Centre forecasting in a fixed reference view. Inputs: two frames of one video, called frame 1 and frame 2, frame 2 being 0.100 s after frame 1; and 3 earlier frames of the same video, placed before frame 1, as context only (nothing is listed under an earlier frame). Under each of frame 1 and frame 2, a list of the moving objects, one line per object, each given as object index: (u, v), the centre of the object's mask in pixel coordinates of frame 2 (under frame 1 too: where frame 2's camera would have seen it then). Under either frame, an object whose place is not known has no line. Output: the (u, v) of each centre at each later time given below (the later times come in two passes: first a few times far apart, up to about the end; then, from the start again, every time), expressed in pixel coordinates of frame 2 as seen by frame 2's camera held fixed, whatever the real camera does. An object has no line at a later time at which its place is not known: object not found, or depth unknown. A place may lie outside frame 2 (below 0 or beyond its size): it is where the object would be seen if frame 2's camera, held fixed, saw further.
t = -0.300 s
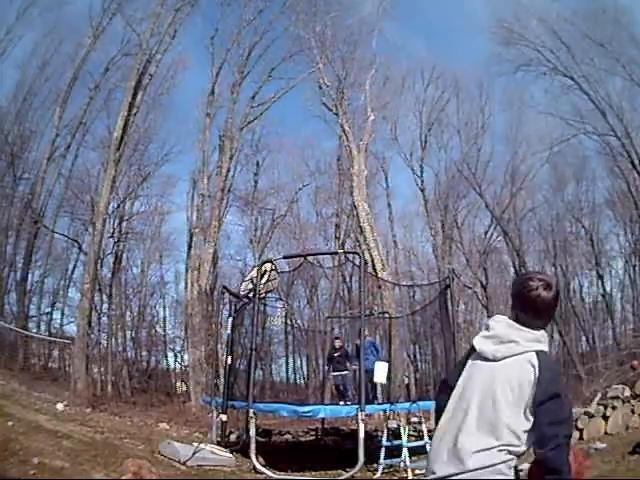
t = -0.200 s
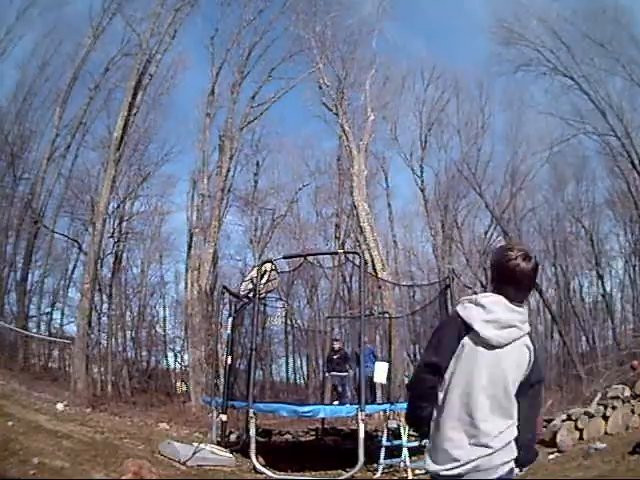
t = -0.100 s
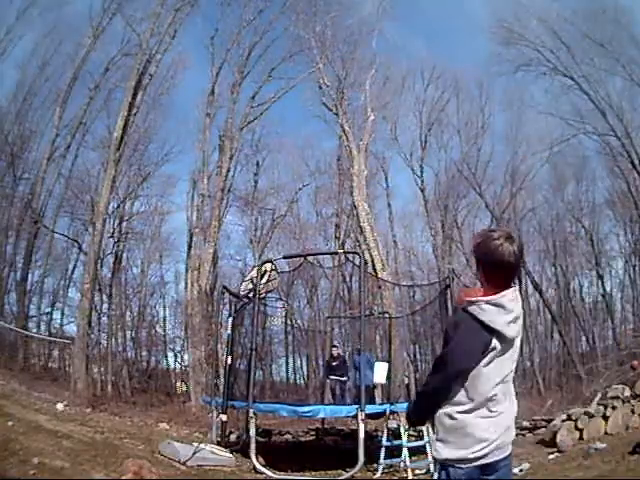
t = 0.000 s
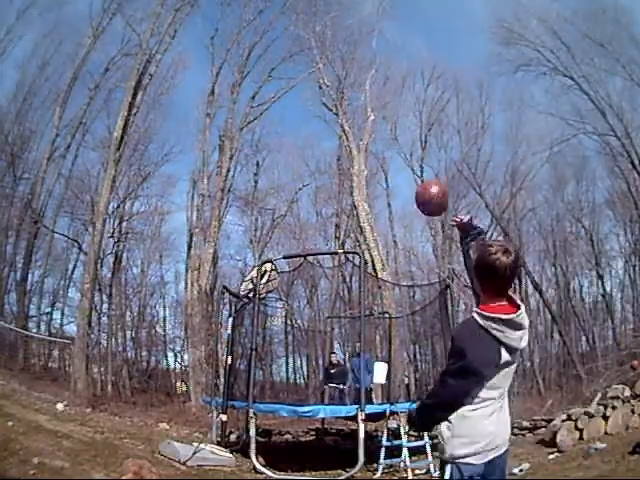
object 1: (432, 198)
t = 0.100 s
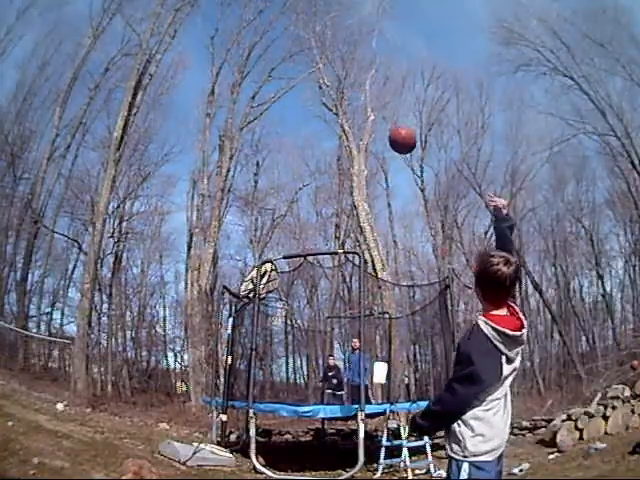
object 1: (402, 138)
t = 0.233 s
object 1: (377, 102)
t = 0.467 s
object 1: (353, 88)
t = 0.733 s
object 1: (338, 108)
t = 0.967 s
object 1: (330, 150)
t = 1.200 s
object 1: (326, 216)
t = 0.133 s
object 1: (395, 126)
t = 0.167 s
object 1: (388, 116)
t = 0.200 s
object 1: (382, 109)
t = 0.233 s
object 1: (377, 102)
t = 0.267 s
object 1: (372, 97)
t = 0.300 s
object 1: (369, 92)
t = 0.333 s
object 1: (365, 90)
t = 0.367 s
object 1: (362, 89)
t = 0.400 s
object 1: (358, 88)
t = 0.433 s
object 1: (356, 88)
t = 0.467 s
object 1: (353, 88)
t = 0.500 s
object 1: (351, 88)
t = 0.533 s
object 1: (350, 89)
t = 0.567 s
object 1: (346, 91)
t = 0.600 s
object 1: (345, 94)
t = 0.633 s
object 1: (343, 96)
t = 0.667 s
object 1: (342, 99)
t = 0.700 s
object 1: (340, 103)
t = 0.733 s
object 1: (338, 108)
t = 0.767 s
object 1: (336, 112)
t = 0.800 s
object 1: (336, 117)
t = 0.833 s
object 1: (334, 123)
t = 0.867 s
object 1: (334, 129)
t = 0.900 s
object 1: (332, 136)
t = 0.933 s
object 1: (331, 143)
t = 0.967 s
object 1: (330, 150)
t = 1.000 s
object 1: (329, 158)
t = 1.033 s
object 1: (328, 167)
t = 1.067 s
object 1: (328, 176)
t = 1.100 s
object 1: (327, 185)
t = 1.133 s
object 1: (326, 195)
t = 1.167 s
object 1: (326, 206)
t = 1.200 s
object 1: (326, 216)
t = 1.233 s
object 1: (325, 227)
